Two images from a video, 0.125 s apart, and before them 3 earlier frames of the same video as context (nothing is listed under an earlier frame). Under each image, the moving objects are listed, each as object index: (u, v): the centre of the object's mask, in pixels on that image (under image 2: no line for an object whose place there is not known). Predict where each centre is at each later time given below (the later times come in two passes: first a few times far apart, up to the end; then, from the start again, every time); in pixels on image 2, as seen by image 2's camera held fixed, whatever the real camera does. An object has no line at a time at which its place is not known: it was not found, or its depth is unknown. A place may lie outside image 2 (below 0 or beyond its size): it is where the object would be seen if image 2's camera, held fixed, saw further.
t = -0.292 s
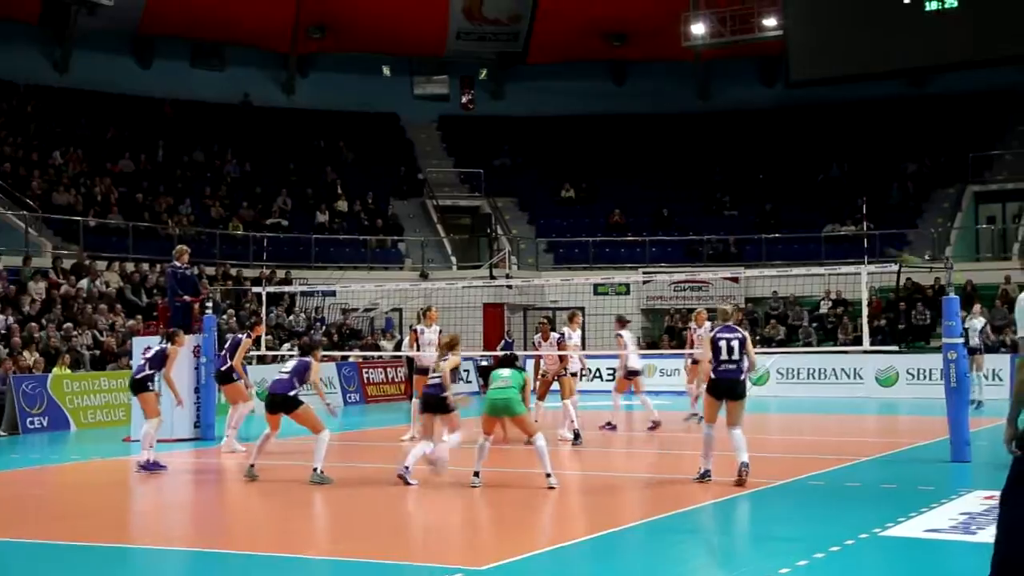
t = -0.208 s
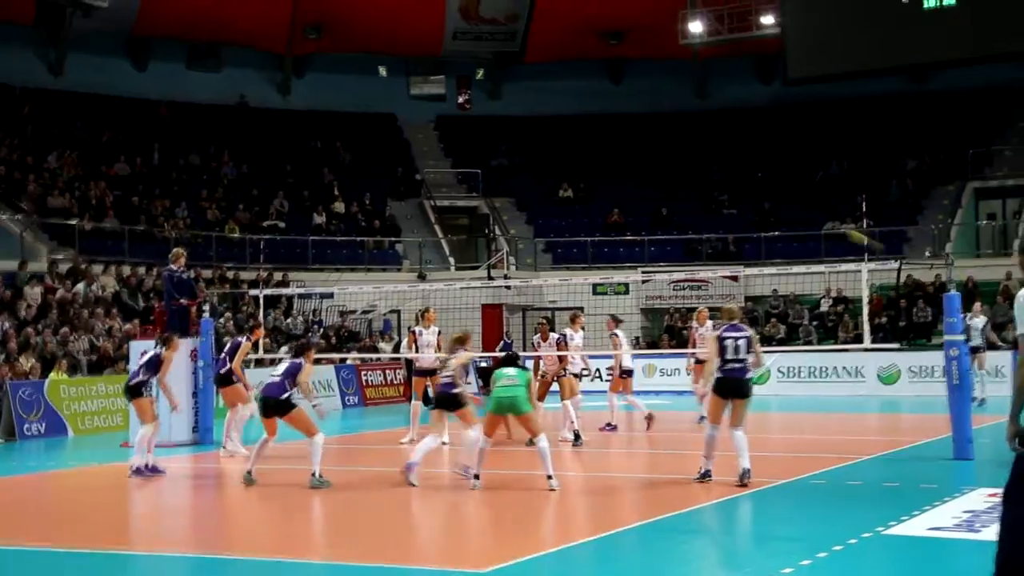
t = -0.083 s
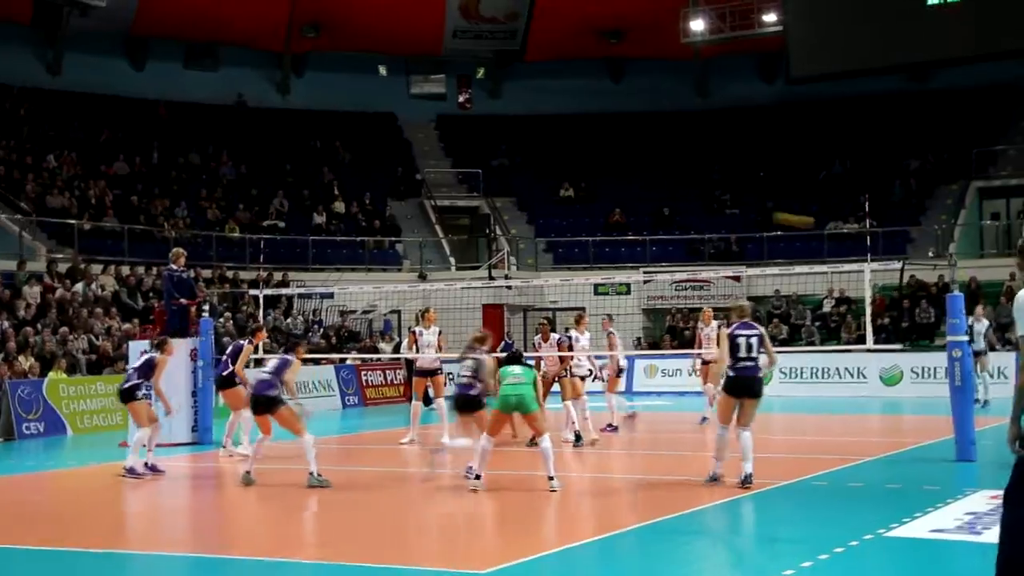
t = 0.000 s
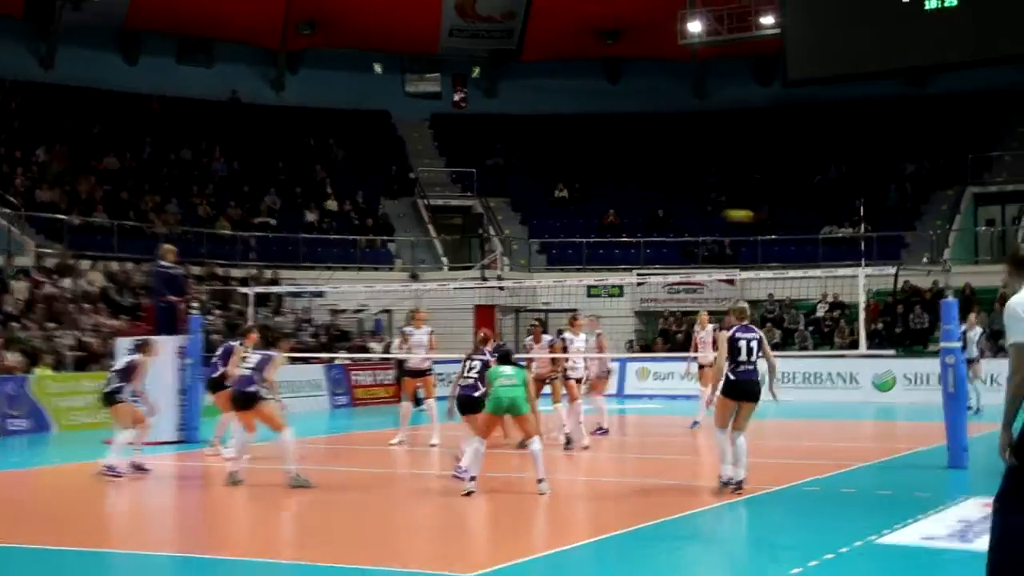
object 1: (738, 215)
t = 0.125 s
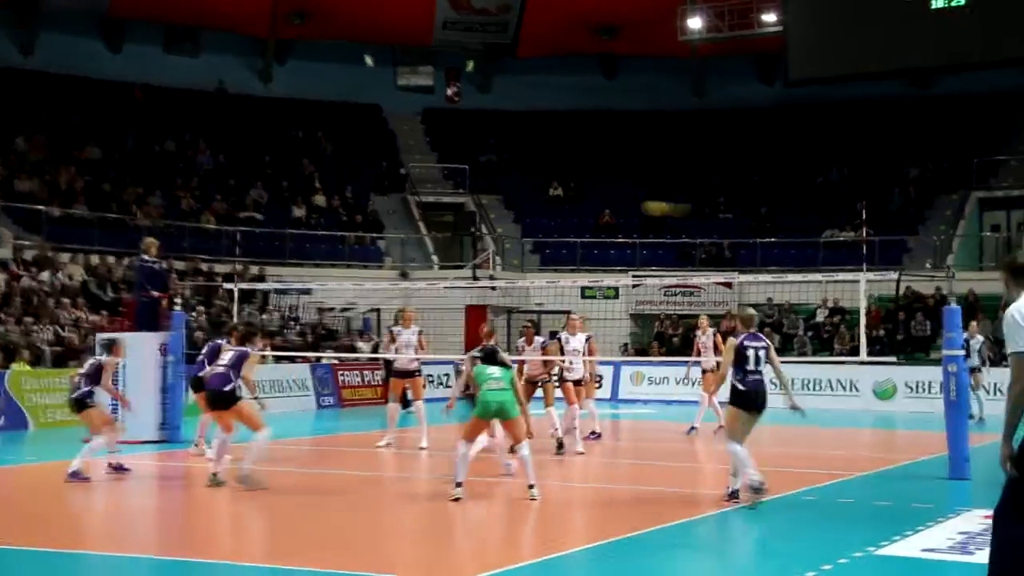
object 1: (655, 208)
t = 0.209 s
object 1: (613, 206)
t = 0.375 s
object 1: (495, 215)
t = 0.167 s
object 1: (635, 207)
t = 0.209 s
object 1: (613, 206)
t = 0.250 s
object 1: (579, 206)
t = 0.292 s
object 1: (548, 208)
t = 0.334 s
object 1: (521, 211)
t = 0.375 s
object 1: (495, 215)
